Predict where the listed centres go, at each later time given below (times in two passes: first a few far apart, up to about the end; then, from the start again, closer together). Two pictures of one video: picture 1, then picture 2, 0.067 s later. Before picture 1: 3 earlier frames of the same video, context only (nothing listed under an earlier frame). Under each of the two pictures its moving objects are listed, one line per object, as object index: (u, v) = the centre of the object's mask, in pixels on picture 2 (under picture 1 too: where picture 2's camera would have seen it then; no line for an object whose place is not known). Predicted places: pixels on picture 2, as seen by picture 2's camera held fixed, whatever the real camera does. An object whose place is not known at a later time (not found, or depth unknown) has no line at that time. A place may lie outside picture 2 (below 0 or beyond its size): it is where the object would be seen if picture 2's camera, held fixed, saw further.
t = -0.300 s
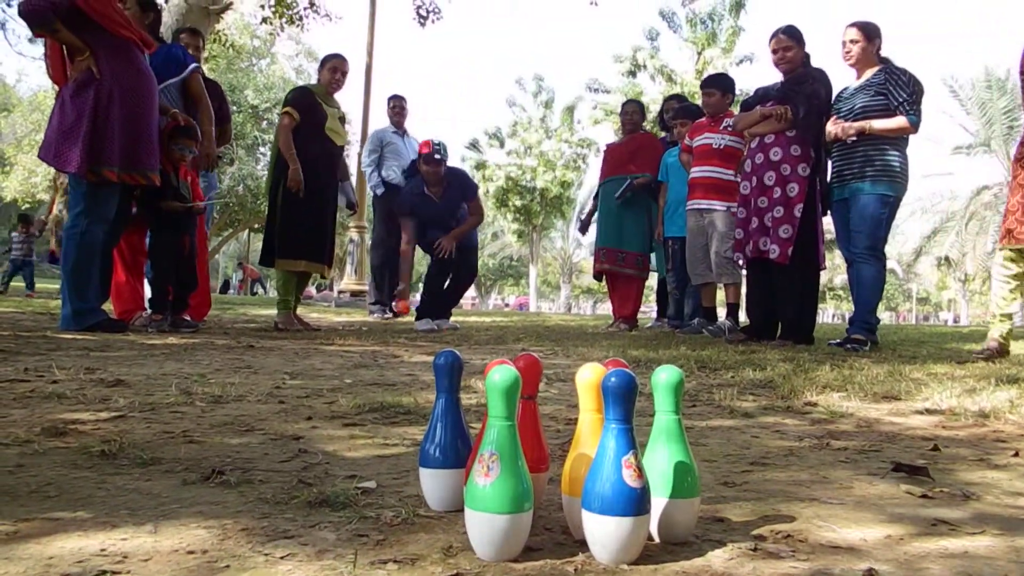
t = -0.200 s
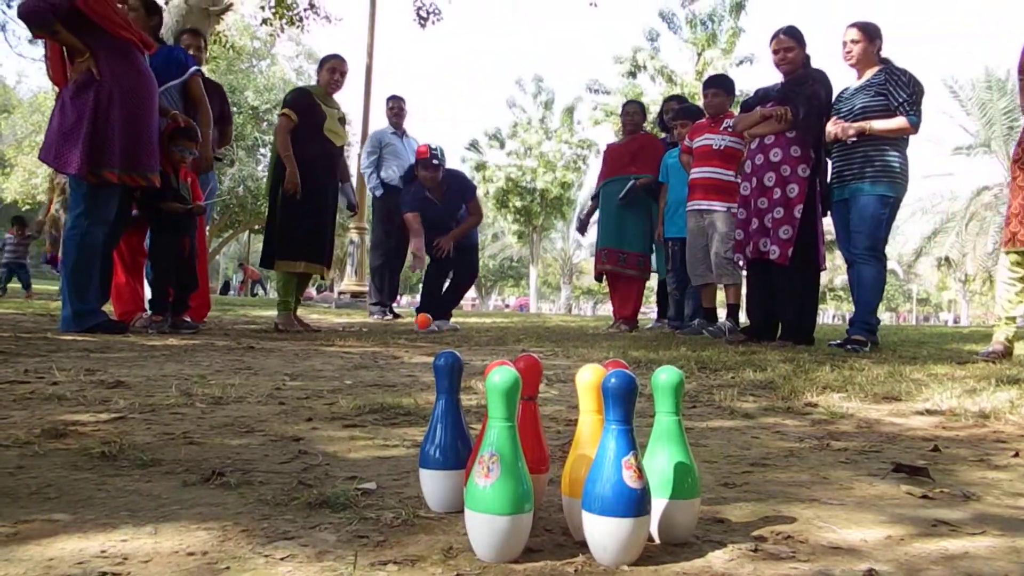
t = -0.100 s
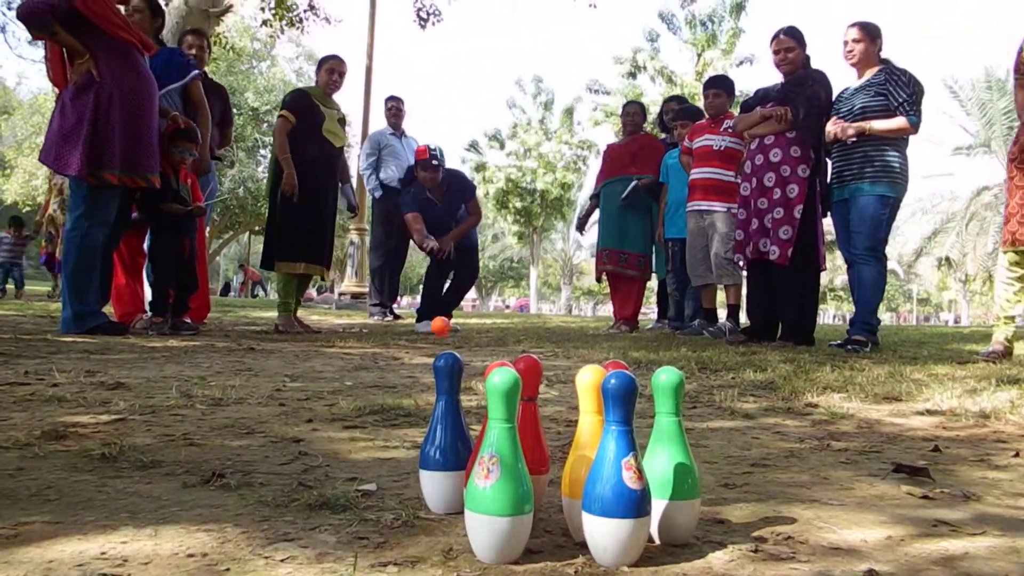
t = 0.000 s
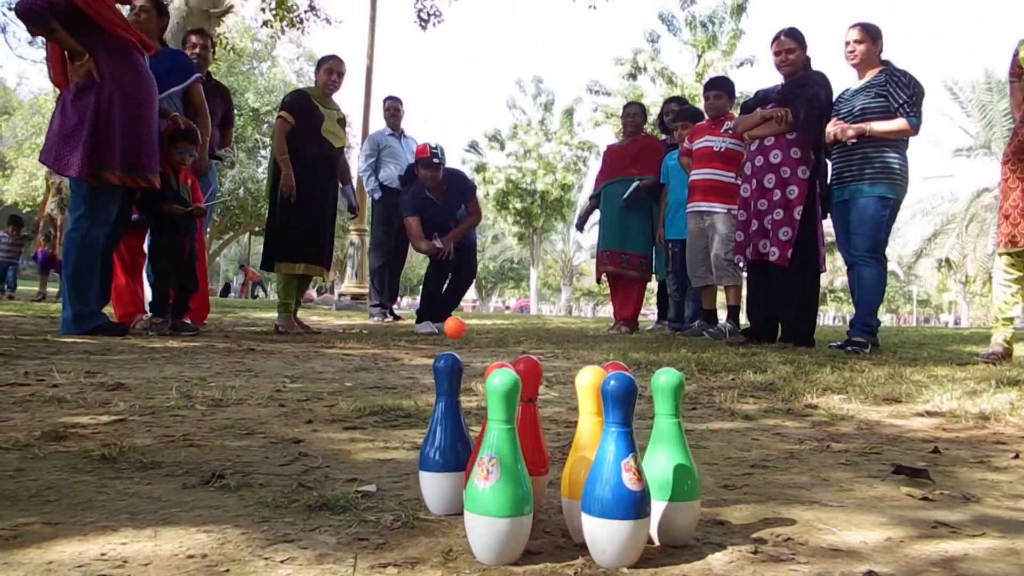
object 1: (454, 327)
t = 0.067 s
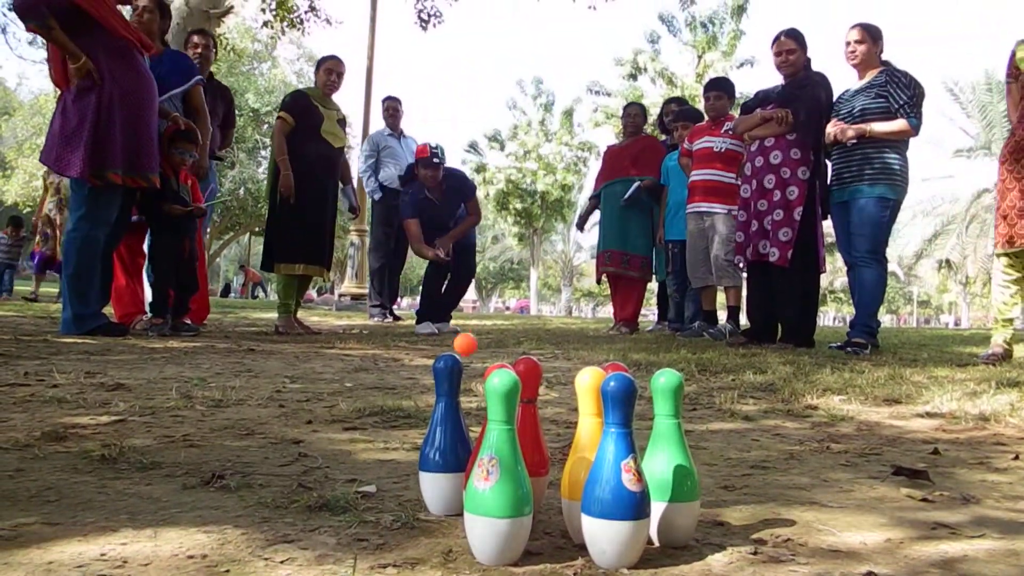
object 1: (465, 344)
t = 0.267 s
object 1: (518, 344)
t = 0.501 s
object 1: (604, 350)
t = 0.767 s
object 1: (773, 384)
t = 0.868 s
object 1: (892, 451)
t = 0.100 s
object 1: (473, 346)
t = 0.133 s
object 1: (480, 339)
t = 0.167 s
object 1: (490, 335)
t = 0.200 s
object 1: (498, 336)
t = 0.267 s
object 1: (518, 344)
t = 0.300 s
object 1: (530, 351)
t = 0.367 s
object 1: (552, 352)
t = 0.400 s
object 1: (565, 345)
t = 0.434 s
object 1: (576, 344)
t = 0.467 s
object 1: (590, 344)
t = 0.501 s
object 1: (604, 350)
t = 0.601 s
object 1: (645, 391)
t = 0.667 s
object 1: (696, 366)
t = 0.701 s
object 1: (718, 365)
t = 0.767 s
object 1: (773, 384)
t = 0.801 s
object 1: (806, 409)
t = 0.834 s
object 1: (845, 451)
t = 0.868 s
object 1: (892, 451)
